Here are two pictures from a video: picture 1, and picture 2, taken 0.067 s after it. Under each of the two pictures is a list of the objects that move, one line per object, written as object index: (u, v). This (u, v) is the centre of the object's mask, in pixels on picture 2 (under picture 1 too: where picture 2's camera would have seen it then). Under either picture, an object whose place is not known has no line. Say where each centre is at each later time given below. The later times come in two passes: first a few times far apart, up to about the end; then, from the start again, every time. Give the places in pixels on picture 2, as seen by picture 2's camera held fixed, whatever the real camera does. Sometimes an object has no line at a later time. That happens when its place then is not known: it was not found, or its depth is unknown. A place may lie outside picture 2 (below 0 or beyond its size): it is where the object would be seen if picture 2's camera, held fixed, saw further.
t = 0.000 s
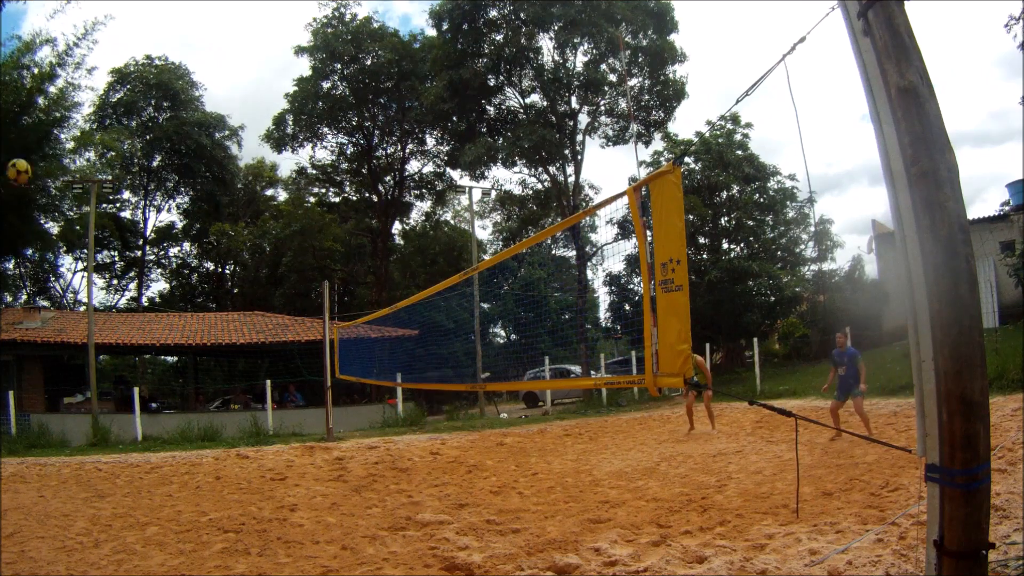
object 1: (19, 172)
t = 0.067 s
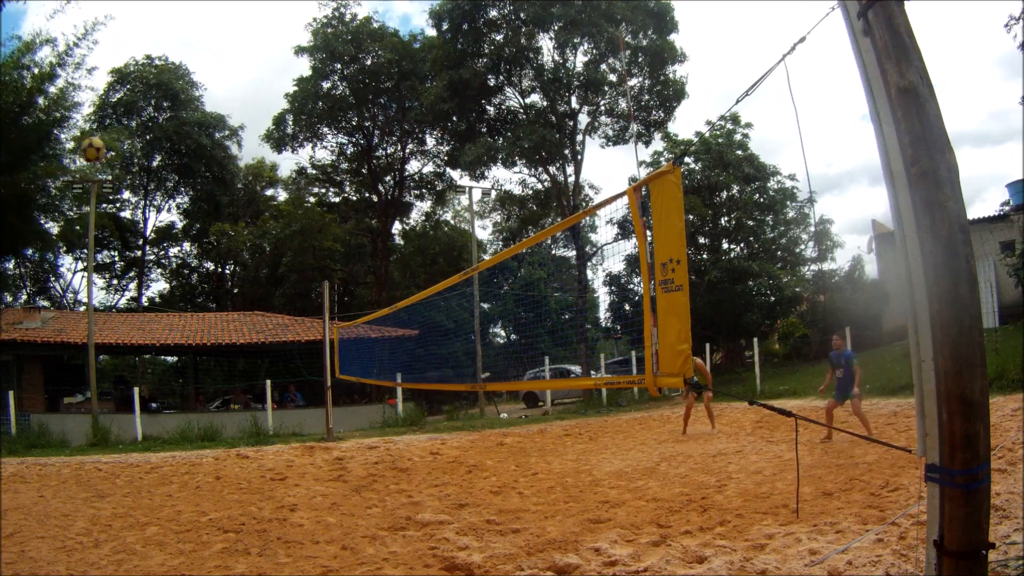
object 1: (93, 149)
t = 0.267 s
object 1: (309, 128)
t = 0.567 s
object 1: (557, 184)
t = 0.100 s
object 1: (130, 142)
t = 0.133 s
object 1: (168, 136)
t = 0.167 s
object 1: (204, 131)
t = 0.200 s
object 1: (240, 129)
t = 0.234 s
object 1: (275, 127)
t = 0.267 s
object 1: (309, 128)
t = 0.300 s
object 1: (342, 130)
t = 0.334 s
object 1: (374, 133)
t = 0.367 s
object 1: (404, 138)
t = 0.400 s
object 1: (433, 144)
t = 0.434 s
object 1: (460, 150)
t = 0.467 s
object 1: (486, 157)
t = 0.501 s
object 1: (511, 165)
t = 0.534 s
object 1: (534, 174)
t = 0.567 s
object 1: (557, 184)
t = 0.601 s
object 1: (578, 193)
